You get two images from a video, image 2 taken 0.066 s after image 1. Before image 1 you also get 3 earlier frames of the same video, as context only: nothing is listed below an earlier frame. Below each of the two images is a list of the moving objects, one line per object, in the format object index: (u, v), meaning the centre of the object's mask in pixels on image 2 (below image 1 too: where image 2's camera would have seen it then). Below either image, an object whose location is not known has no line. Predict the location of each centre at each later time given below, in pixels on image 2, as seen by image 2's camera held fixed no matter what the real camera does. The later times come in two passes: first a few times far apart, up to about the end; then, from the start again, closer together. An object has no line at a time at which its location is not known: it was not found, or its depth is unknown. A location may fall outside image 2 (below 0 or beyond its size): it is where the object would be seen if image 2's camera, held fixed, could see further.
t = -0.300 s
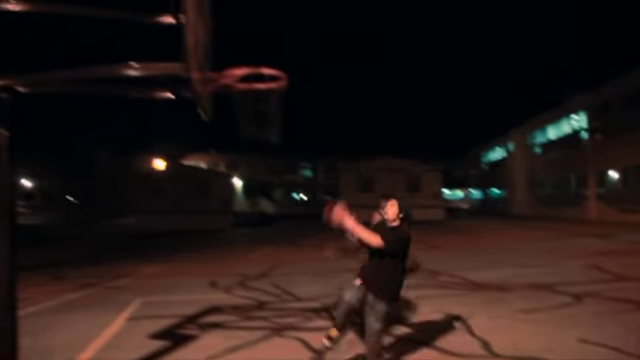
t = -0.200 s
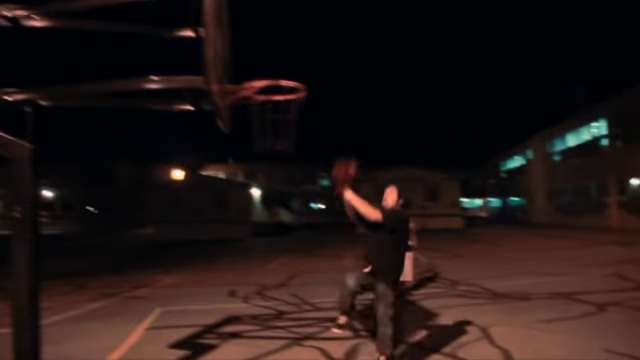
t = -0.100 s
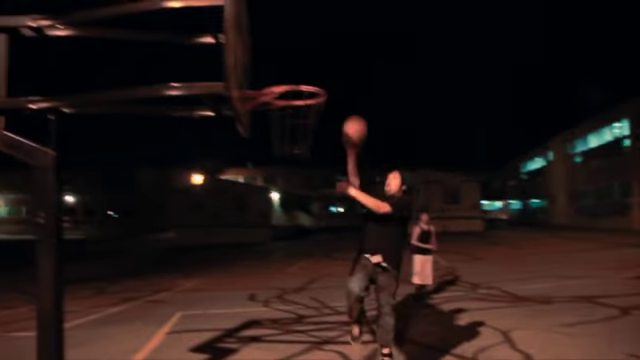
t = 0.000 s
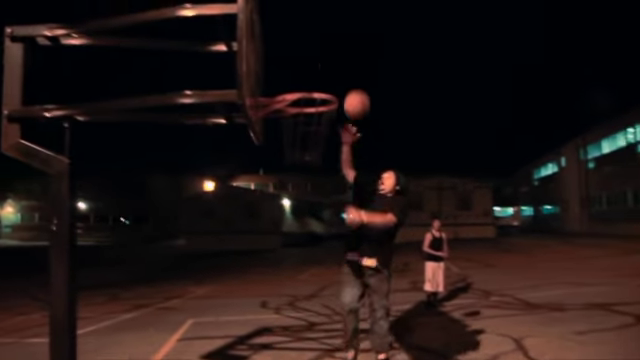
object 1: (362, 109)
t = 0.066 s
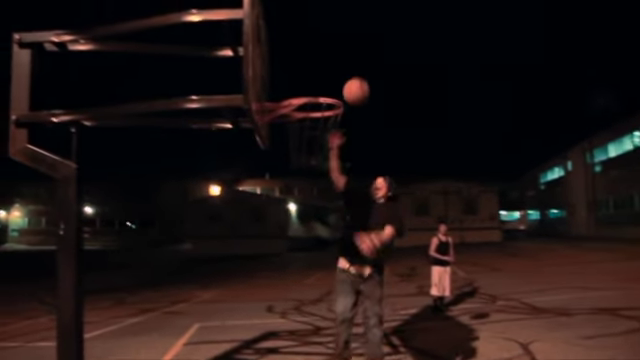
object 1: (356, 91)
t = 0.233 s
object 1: (339, 67)
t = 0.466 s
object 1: (315, 82)
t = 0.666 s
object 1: (300, 131)
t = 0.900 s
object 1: (302, 157)
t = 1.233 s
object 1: (304, 272)
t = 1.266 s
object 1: (303, 294)
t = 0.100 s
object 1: (353, 84)
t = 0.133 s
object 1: (350, 78)
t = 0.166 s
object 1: (346, 73)
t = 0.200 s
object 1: (343, 70)
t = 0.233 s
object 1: (339, 67)
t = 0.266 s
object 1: (336, 66)
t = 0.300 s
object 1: (333, 65)
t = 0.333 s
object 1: (330, 66)
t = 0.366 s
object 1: (326, 68)
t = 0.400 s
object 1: (322, 71)
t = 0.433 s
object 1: (319, 76)
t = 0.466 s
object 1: (315, 82)
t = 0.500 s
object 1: (311, 87)
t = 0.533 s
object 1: (308, 97)
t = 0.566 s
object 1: (304, 115)
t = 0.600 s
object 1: (300, 122)
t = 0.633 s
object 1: (299, 126)
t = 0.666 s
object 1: (300, 131)
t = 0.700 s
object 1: (301, 136)
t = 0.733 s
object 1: (302, 141)
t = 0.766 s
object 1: (303, 146)
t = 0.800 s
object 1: (303, 149)
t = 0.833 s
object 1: (303, 151)
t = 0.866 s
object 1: (303, 153)
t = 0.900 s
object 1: (302, 157)
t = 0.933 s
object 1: (303, 161)
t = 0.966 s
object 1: (303, 167)
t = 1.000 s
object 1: (303, 177)
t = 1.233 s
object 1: (304, 272)
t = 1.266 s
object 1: (303, 294)
